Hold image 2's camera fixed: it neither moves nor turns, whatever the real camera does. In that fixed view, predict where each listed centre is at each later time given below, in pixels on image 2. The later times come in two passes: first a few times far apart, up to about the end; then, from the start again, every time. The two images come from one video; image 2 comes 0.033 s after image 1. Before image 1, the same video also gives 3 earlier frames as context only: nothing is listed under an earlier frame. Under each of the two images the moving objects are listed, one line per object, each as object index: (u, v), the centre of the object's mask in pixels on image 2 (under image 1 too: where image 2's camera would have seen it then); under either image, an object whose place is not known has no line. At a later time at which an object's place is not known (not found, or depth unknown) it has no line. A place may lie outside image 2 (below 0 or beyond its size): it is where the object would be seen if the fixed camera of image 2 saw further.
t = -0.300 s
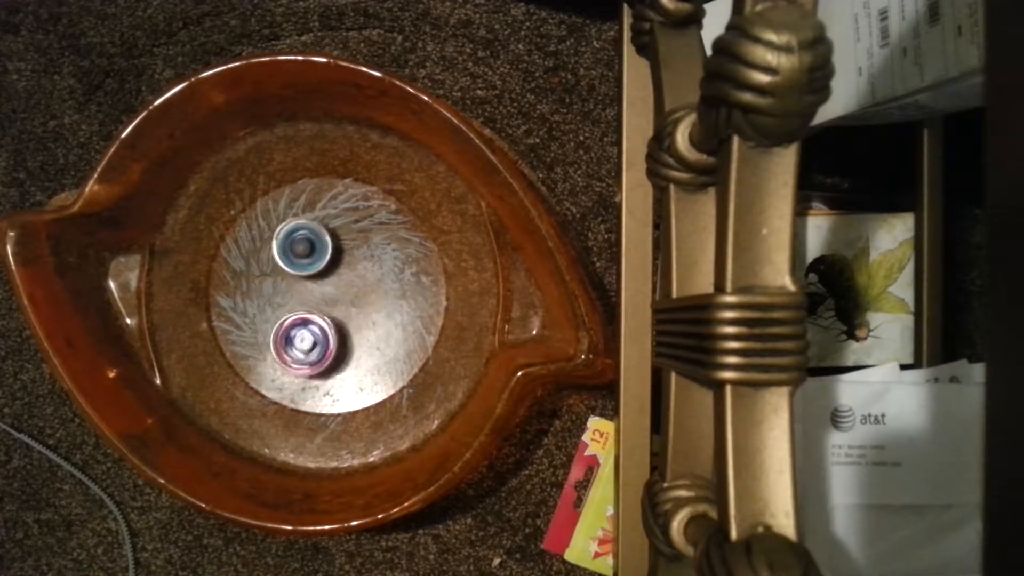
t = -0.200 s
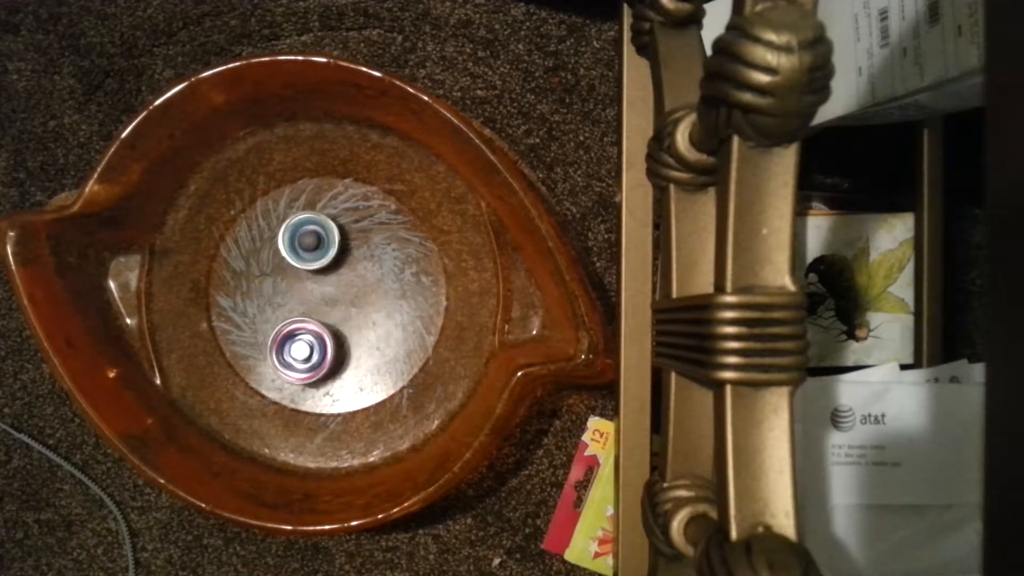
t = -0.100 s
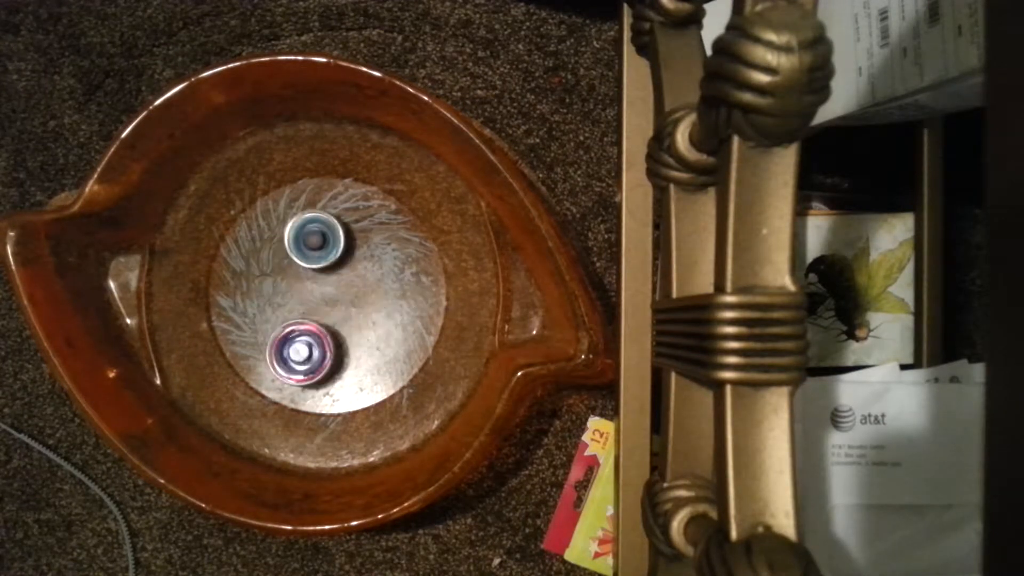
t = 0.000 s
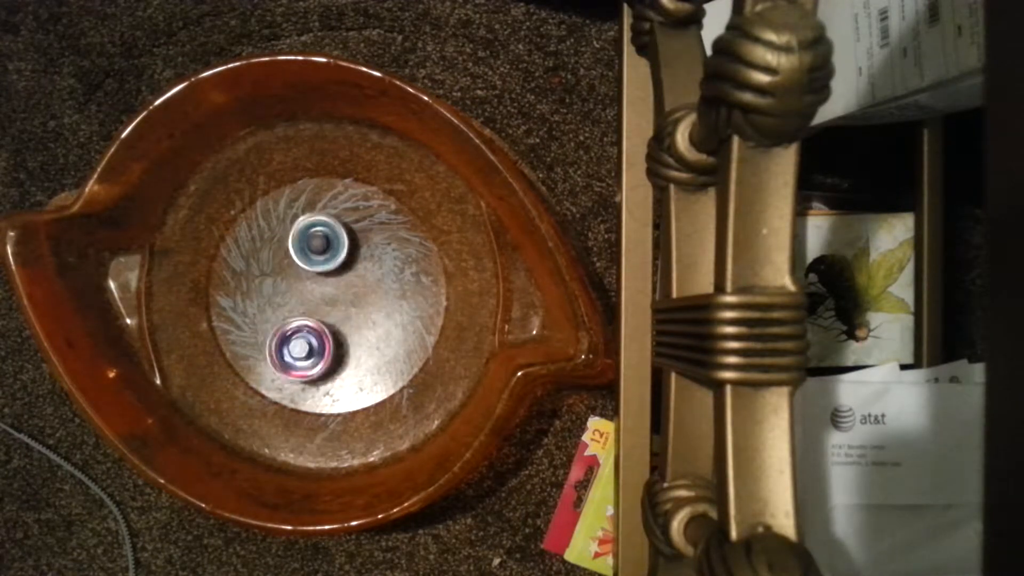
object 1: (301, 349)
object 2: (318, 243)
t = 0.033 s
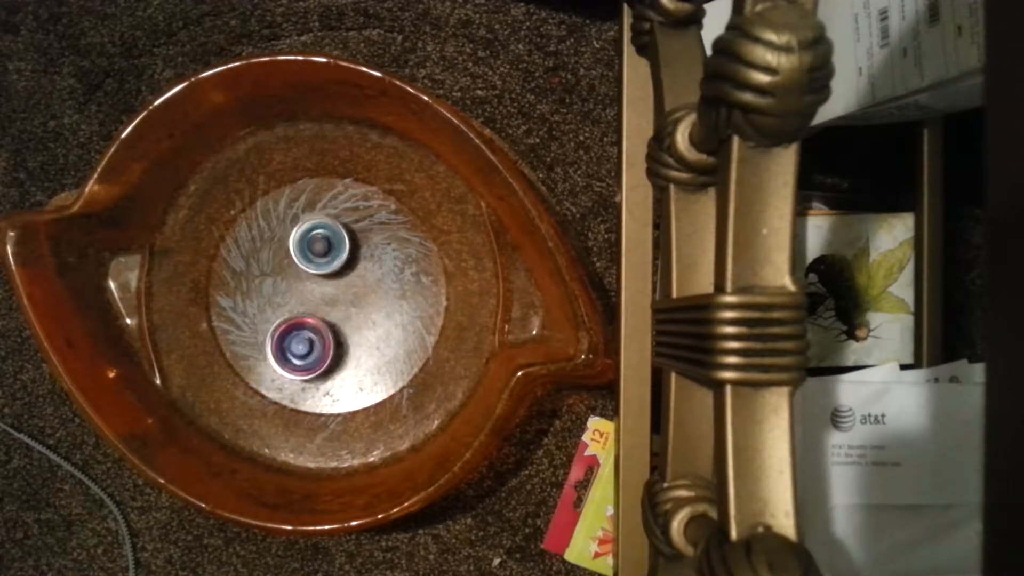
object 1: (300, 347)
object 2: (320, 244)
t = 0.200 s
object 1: (296, 326)
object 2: (328, 263)
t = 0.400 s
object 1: (269, 311)
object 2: (357, 274)
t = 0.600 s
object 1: (257, 308)
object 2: (376, 272)
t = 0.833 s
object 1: (267, 303)
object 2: (364, 277)
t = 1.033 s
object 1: (276, 287)
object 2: (366, 290)
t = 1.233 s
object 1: (262, 283)
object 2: (383, 304)
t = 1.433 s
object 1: (272, 293)
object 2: (375, 300)
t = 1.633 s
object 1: (290, 283)
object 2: (355, 315)
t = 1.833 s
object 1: (282, 273)
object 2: (326, 326)
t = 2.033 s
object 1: (280, 263)
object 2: (300, 340)
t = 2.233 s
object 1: (290, 262)
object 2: (277, 346)
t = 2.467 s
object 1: (314, 270)
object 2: (270, 343)
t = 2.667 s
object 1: (331, 277)
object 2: (278, 327)
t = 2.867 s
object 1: (348, 288)
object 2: (277, 307)
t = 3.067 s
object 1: (354, 299)
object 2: (267, 294)
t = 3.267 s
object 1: (346, 309)
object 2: (271, 291)
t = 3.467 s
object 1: (342, 316)
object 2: (277, 278)
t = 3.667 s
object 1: (331, 317)
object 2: (286, 264)
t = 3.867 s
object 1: (338, 315)
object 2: (292, 255)
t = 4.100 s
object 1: (342, 303)
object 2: (301, 255)
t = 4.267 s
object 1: (343, 315)
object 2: (308, 265)
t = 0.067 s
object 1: (301, 344)
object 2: (321, 248)
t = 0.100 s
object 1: (299, 341)
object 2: (322, 251)
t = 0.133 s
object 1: (300, 337)
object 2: (323, 255)
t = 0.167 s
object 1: (298, 333)
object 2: (326, 258)
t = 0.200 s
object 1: (296, 326)
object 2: (328, 263)
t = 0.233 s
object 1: (293, 322)
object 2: (331, 267)
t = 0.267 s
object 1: (287, 317)
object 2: (335, 270)
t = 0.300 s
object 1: (281, 315)
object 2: (343, 271)
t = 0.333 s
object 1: (277, 314)
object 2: (348, 272)
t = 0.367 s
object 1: (273, 312)
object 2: (352, 273)
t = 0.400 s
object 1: (269, 311)
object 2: (357, 274)
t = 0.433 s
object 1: (265, 311)
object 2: (362, 274)
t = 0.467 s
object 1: (262, 310)
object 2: (365, 274)
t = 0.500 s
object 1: (261, 310)
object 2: (370, 274)
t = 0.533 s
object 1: (258, 309)
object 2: (372, 274)
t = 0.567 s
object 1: (257, 309)
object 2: (374, 273)
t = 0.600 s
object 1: (257, 308)
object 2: (376, 272)
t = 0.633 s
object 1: (257, 308)
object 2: (376, 273)
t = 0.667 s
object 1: (258, 307)
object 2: (376, 272)
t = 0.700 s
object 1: (259, 307)
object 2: (374, 273)
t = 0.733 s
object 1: (260, 306)
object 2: (373, 273)
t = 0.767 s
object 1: (262, 306)
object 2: (370, 274)
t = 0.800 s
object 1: (265, 304)
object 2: (367, 275)
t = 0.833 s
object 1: (267, 303)
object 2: (364, 277)
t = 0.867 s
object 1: (271, 301)
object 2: (362, 277)
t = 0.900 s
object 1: (274, 299)
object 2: (359, 279)
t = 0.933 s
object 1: (278, 298)
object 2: (355, 281)
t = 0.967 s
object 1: (282, 295)
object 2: (351, 283)
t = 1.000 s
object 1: (280, 290)
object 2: (357, 287)
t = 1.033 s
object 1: (276, 287)
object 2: (366, 290)
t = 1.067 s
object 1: (272, 285)
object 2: (370, 293)
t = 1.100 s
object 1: (270, 284)
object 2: (373, 296)
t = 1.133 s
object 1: (266, 283)
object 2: (376, 299)
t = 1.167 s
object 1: (265, 282)
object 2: (378, 301)
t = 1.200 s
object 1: (263, 282)
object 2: (381, 302)
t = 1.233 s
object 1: (262, 283)
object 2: (383, 304)
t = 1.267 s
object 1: (262, 284)
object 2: (383, 304)
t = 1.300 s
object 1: (262, 286)
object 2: (385, 304)
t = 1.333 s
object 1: (262, 287)
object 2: (383, 303)
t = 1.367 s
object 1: (265, 289)
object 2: (381, 302)
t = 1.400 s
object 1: (268, 291)
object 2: (378, 301)
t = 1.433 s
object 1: (272, 293)
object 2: (375, 300)
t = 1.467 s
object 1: (277, 293)
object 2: (371, 301)
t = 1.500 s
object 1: (282, 293)
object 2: (366, 301)
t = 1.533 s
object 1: (287, 292)
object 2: (360, 302)
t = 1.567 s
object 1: (291, 291)
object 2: (356, 303)
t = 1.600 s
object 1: (290, 285)
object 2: (356, 310)
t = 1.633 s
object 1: (290, 283)
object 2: (355, 315)
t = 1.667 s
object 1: (288, 281)
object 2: (352, 319)
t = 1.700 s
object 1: (286, 278)
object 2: (347, 322)
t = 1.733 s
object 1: (285, 276)
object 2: (342, 323)
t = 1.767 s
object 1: (284, 275)
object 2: (337, 324)
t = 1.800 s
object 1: (282, 274)
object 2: (331, 325)
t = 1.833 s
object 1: (282, 273)
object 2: (326, 326)
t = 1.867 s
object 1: (281, 272)
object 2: (321, 326)
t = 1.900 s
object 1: (281, 271)
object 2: (317, 327)
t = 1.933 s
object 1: (281, 267)
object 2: (313, 332)
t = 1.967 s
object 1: (281, 265)
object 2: (309, 335)
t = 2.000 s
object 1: (280, 265)
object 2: (305, 338)
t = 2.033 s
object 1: (280, 263)
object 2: (300, 340)
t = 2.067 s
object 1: (281, 262)
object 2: (296, 341)
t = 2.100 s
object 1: (282, 261)
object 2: (292, 343)
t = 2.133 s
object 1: (283, 261)
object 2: (288, 344)
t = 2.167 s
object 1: (285, 261)
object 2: (284, 344)
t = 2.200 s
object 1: (288, 260)
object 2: (280, 346)
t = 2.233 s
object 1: (290, 262)
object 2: (277, 346)
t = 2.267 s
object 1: (293, 262)
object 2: (275, 346)
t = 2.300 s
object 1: (296, 262)
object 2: (273, 346)
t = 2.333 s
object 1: (300, 264)
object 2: (271, 346)
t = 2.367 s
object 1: (302, 265)
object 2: (271, 346)
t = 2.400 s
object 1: (305, 266)
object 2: (270, 346)
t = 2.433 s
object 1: (310, 268)
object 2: (269, 344)
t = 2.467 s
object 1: (314, 270)
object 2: (270, 343)
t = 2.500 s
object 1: (317, 270)
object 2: (271, 343)
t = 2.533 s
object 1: (321, 271)
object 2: (272, 340)
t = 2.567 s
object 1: (325, 274)
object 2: (274, 337)
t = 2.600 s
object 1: (326, 274)
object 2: (275, 333)
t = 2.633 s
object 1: (328, 274)
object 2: (276, 330)
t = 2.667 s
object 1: (331, 277)
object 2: (278, 327)
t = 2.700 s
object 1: (333, 279)
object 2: (281, 324)
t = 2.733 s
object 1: (335, 280)
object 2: (282, 320)
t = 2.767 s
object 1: (338, 282)
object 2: (284, 316)
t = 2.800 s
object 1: (342, 285)
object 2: (281, 313)
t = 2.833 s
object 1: (347, 287)
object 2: (278, 310)
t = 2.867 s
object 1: (348, 288)
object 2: (277, 307)
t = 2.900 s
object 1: (349, 289)
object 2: (275, 304)
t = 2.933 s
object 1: (350, 289)
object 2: (273, 301)
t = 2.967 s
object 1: (353, 291)
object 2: (271, 298)
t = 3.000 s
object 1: (354, 295)
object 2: (270, 296)
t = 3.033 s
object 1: (354, 298)
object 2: (268, 295)
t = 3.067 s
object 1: (354, 299)
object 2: (267, 294)
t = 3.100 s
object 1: (353, 300)
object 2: (267, 293)
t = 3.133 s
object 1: (354, 302)
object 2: (267, 293)
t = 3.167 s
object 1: (352, 306)
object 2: (267, 292)
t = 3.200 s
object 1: (349, 308)
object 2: (268, 292)
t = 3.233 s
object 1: (347, 309)
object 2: (270, 291)
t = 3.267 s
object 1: (346, 309)
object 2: (271, 291)
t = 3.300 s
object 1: (345, 309)
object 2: (273, 290)
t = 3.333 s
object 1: (344, 310)
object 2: (275, 290)
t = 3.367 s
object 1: (342, 309)
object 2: (277, 290)
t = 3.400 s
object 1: (340, 310)
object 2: (280, 289)
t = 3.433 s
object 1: (340, 313)
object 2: (278, 284)
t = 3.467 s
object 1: (342, 316)
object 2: (277, 278)
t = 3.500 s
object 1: (341, 321)
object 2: (278, 274)
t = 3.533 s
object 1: (338, 323)
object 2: (280, 272)
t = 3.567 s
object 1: (334, 322)
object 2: (282, 270)
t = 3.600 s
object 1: (332, 323)
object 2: (284, 267)
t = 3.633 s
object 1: (330, 321)
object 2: (285, 265)
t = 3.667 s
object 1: (331, 317)
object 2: (286, 264)
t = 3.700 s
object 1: (333, 315)
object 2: (288, 264)
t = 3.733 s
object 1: (334, 313)
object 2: (289, 263)
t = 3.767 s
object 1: (335, 311)
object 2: (289, 262)
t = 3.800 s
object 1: (334, 313)
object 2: (289, 257)
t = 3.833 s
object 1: (336, 315)
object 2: (291, 255)
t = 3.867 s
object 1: (338, 315)
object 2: (292, 255)
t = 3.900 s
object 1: (341, 316)
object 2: (292, 254)
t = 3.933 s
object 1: (341, 316)
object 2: (292, 254)
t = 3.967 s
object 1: (341, 315)
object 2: (294, 253)
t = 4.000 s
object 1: (343, 313)
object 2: (298, 252)
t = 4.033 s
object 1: (344, 310)
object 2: (298, 253)
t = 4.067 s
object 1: (343, 305)
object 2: (300, 254)
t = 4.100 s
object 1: (342, 303)
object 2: (301, 255)
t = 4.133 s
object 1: (342, 303)
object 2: (303, 258)
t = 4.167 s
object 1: (343, 306)
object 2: (305, 259)
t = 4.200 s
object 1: (344, 309)
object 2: (306, 261)
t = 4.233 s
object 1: (343, 312)
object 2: (308, 264)
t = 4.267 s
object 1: (343, 315)
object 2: (308, 265)
